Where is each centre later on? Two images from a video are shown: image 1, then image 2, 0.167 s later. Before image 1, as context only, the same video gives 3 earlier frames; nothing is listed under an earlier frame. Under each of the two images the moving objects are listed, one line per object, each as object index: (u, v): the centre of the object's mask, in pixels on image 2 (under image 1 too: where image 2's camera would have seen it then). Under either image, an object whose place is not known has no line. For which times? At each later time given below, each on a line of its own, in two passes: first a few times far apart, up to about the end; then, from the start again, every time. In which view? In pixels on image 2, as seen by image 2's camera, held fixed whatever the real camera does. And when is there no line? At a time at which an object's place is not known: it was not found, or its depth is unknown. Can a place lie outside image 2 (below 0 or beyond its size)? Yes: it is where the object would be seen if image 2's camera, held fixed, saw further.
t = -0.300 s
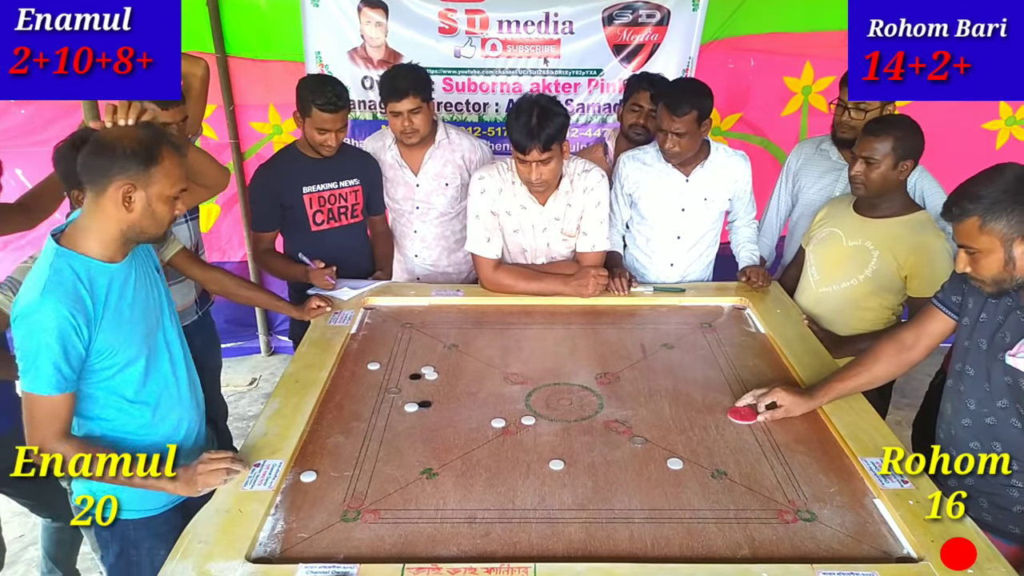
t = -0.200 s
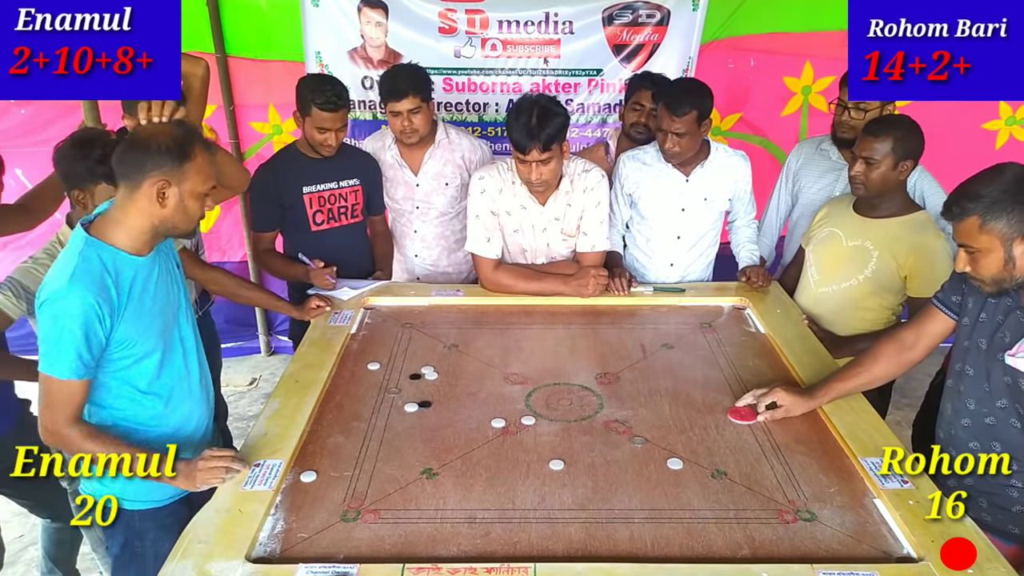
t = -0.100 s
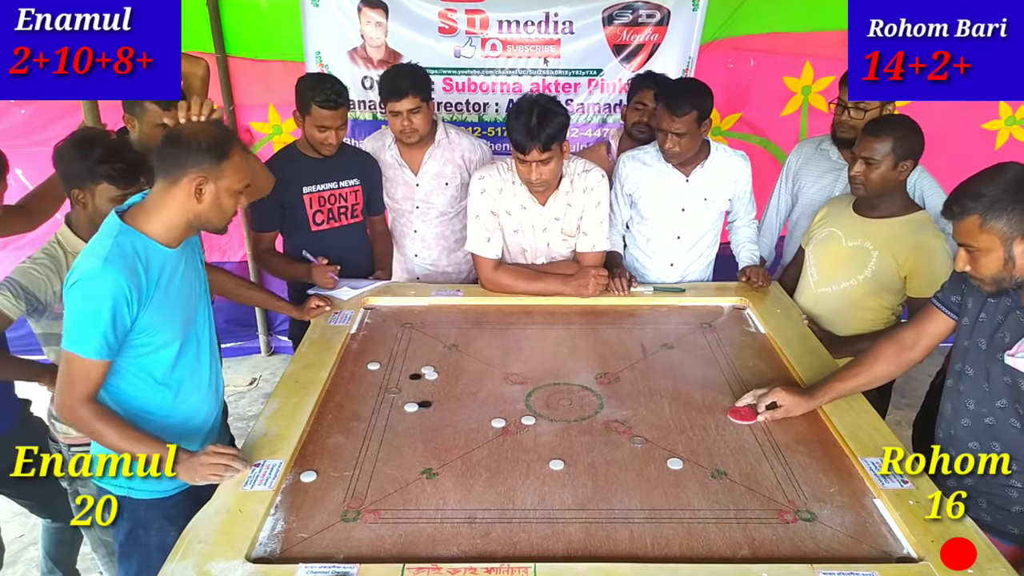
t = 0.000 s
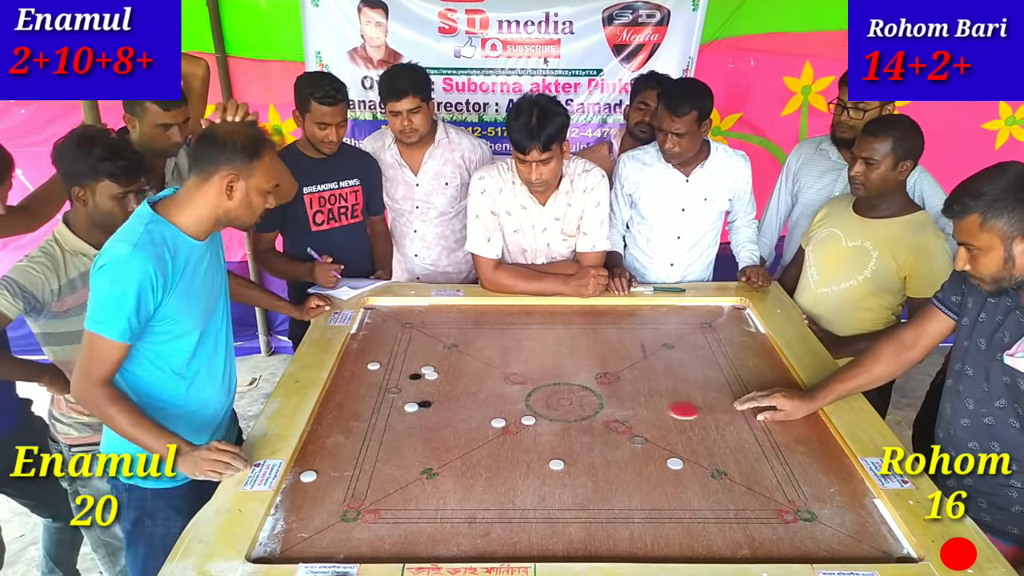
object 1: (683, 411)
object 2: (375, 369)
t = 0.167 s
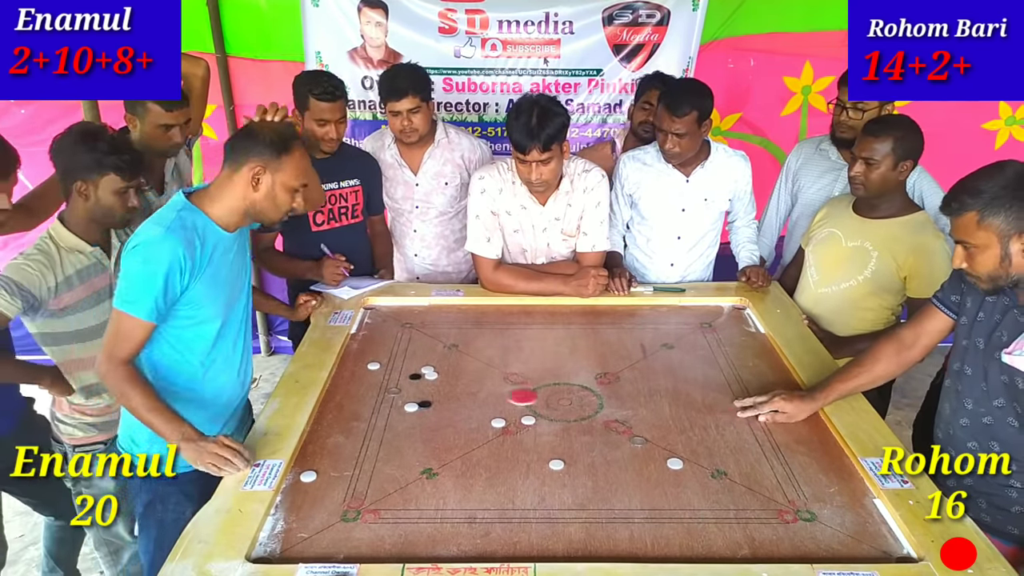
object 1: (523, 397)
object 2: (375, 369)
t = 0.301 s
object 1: (412, 387)
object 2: (375, 368)
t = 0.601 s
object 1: (414, 372)
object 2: (387, 353)
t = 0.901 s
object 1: (460, 369)
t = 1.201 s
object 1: (470, 369)
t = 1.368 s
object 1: (470, 369)
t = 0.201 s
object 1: (493, 394)
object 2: (375, 368)
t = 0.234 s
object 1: (466, 391)
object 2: (375, 368)
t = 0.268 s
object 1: (438, 389)
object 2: (375, 368)
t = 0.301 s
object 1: (412, 387)
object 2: (375, 368)
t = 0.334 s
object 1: (392, 384)
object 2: (375, 368)
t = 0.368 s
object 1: (371, 381)
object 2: (374, 366)
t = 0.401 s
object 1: (352, 378)
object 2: (374, 367)
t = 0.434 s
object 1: (352, 377)
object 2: (374, 367)
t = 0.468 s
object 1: (366, 375)
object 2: (374, 365)
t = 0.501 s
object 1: (380, 374)
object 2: (377, 362)
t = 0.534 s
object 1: (392, 373)
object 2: (381, 360)
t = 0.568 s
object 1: (404, 372)
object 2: (384, 356)
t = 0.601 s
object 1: (414, 372)
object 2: (387, 353)
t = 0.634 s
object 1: (421, 371)
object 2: (390, 351)
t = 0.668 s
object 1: (427, 371)
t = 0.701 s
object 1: (433, 371)
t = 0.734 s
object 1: (439, 371)
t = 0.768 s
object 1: (444, 370)
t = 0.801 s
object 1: (449, 370)
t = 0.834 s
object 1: (453, 370)
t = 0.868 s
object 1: (456, 370)
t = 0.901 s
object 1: (460, 369)
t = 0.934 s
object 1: (463, 369)
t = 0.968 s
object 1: (464, 369)
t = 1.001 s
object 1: (467, 369)
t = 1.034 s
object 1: (468, 369)
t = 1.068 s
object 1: (469, 369)
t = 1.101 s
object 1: (469, 369)
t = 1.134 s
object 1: (470, 369)
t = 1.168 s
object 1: (470, 369)
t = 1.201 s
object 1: (470, 369)
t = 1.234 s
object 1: (470, 369)
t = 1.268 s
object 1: (470, 369)
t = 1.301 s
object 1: (470, 369)
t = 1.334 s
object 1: (470, 369)
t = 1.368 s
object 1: (470, 369)
